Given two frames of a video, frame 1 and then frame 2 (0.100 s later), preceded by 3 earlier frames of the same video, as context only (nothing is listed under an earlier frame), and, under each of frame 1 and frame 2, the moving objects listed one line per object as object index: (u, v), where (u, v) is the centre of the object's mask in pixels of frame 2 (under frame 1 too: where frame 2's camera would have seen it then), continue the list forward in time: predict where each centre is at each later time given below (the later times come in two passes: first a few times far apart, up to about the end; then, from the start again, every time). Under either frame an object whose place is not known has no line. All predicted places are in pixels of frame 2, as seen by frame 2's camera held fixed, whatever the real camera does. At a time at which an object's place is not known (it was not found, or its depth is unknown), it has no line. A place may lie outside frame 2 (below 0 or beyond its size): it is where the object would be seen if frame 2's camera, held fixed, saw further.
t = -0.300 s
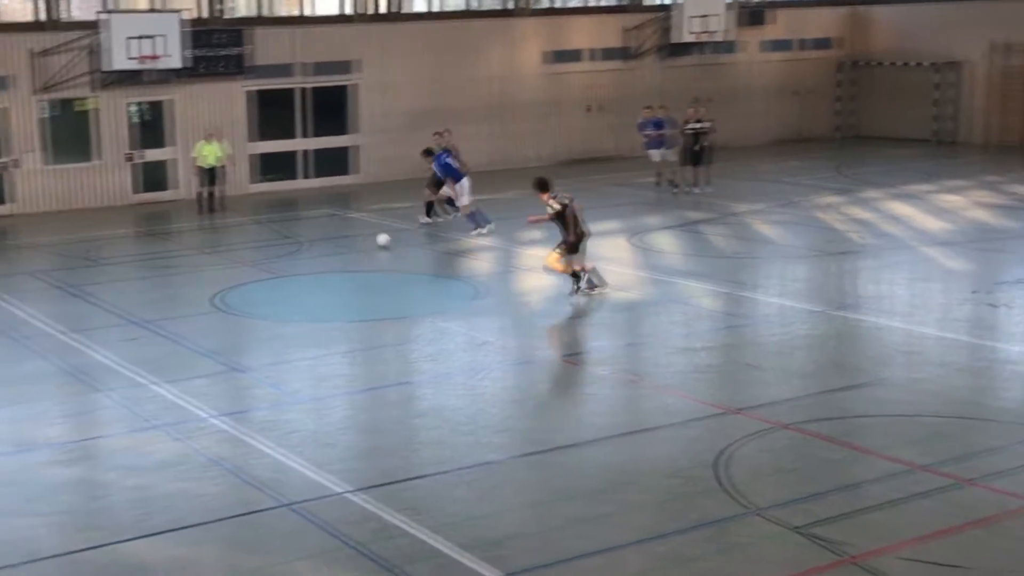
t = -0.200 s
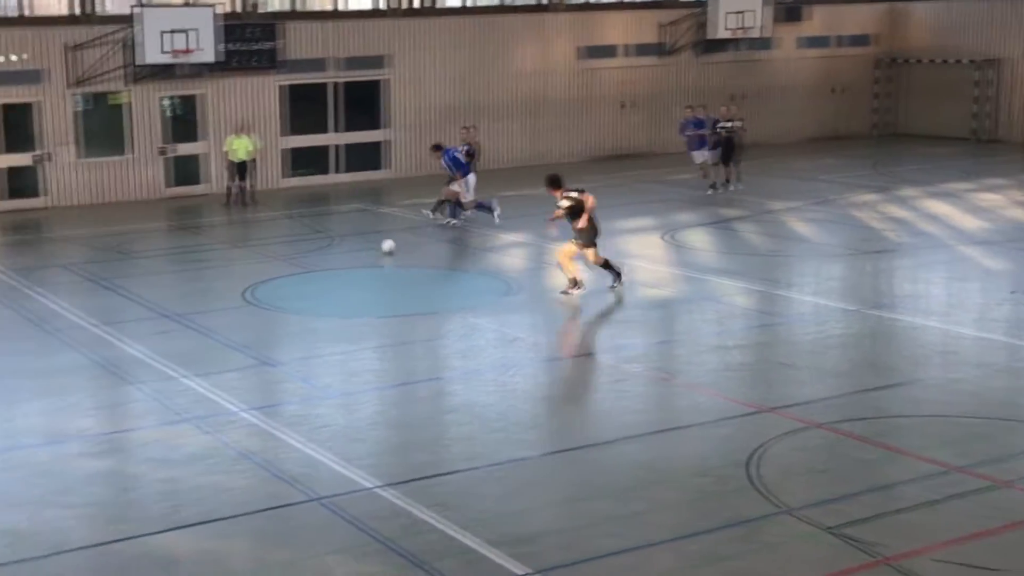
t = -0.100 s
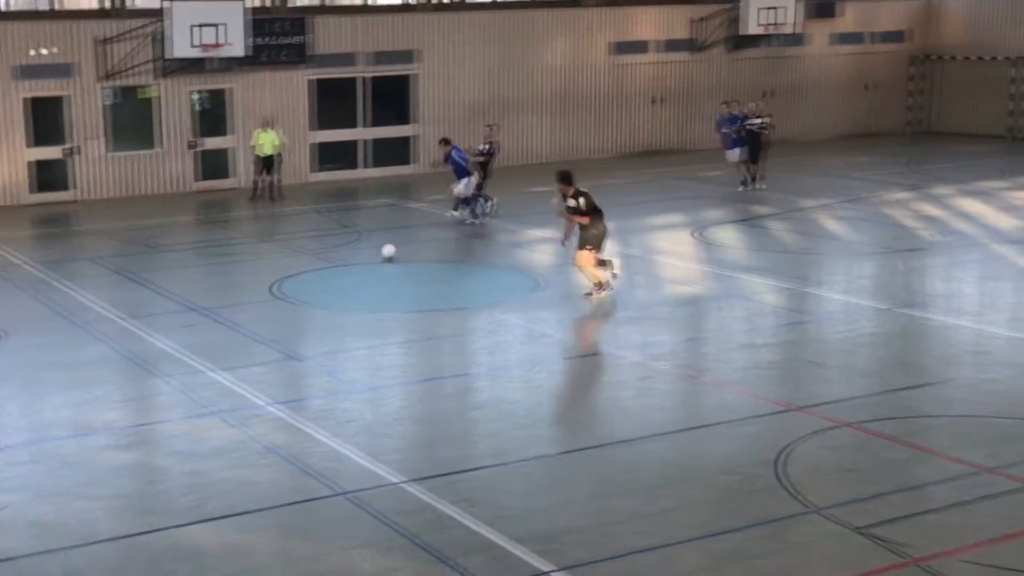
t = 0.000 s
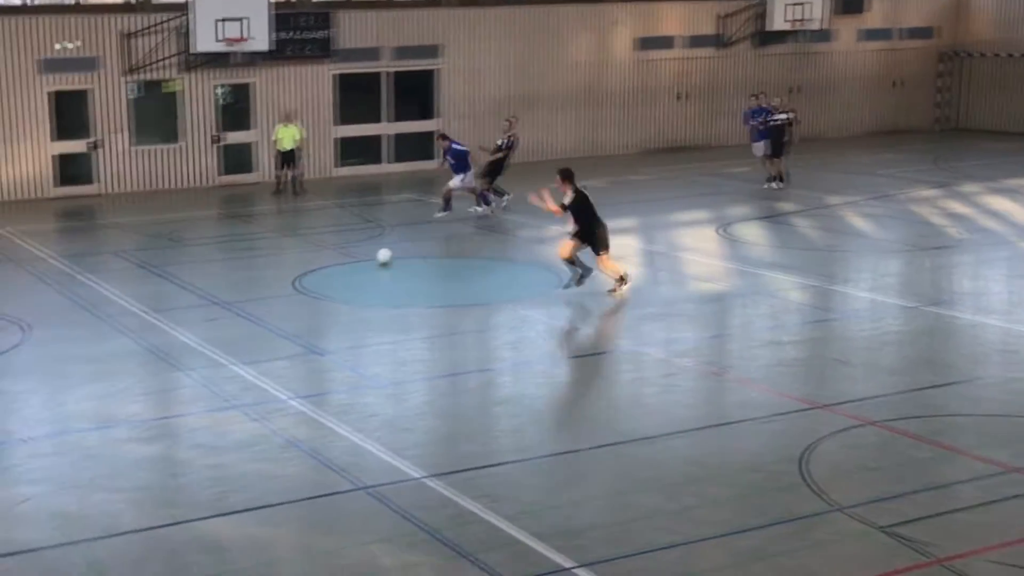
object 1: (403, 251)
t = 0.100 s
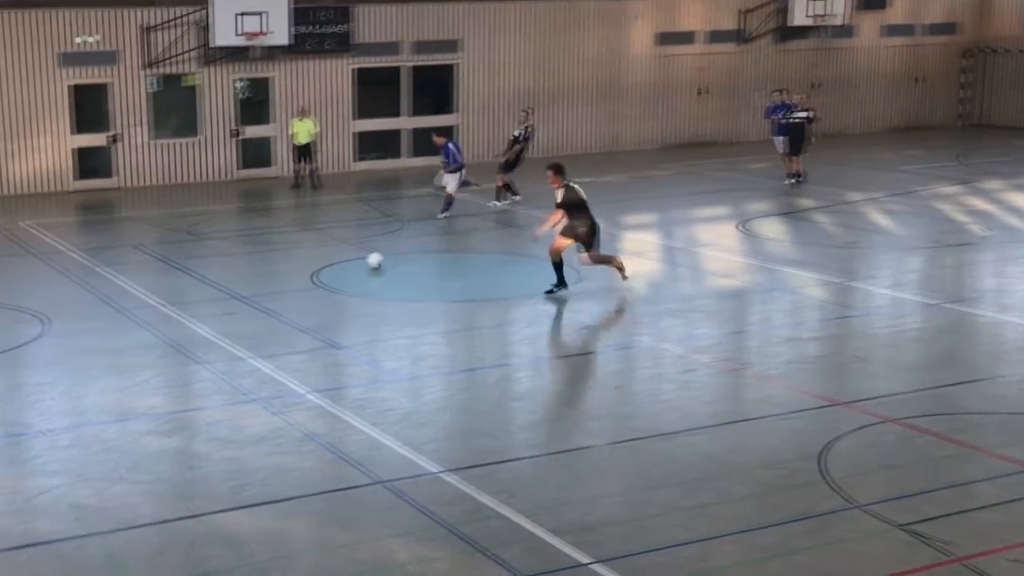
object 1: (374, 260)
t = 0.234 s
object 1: (337, 274)
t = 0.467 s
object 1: (273, 298)
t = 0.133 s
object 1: (365, 263)
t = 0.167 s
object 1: (355, 267)
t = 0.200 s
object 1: (347, 271)
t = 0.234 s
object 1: (337, 274)
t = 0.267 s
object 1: (328, 277)
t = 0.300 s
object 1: (319, 280)
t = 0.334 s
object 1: (309, 285)
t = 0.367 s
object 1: (301, 288)
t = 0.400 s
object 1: (292, 291)
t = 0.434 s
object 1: (283, 294)
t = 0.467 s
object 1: (273, 298)
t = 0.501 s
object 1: (263, 301)
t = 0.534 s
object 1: (254, 303)
